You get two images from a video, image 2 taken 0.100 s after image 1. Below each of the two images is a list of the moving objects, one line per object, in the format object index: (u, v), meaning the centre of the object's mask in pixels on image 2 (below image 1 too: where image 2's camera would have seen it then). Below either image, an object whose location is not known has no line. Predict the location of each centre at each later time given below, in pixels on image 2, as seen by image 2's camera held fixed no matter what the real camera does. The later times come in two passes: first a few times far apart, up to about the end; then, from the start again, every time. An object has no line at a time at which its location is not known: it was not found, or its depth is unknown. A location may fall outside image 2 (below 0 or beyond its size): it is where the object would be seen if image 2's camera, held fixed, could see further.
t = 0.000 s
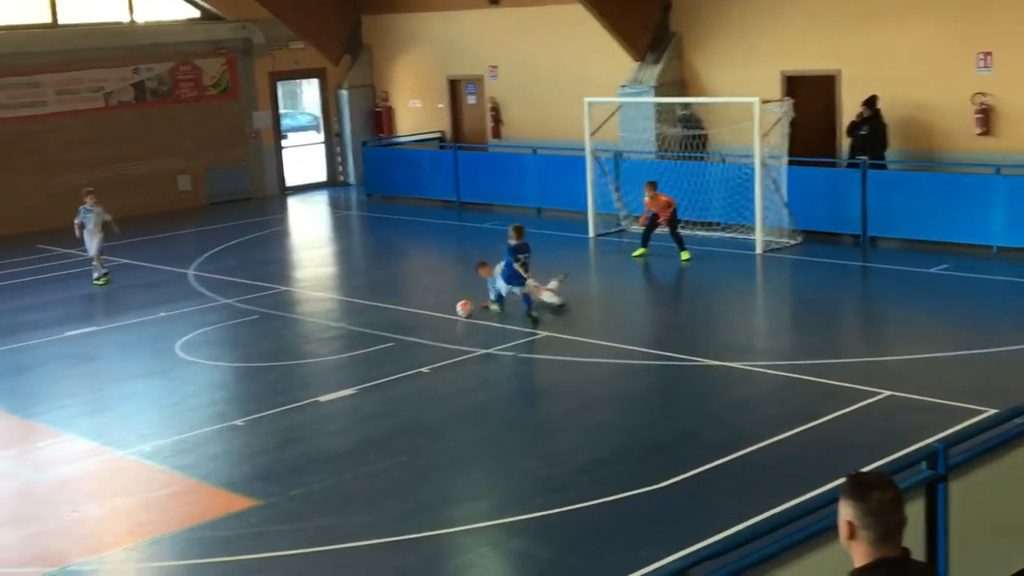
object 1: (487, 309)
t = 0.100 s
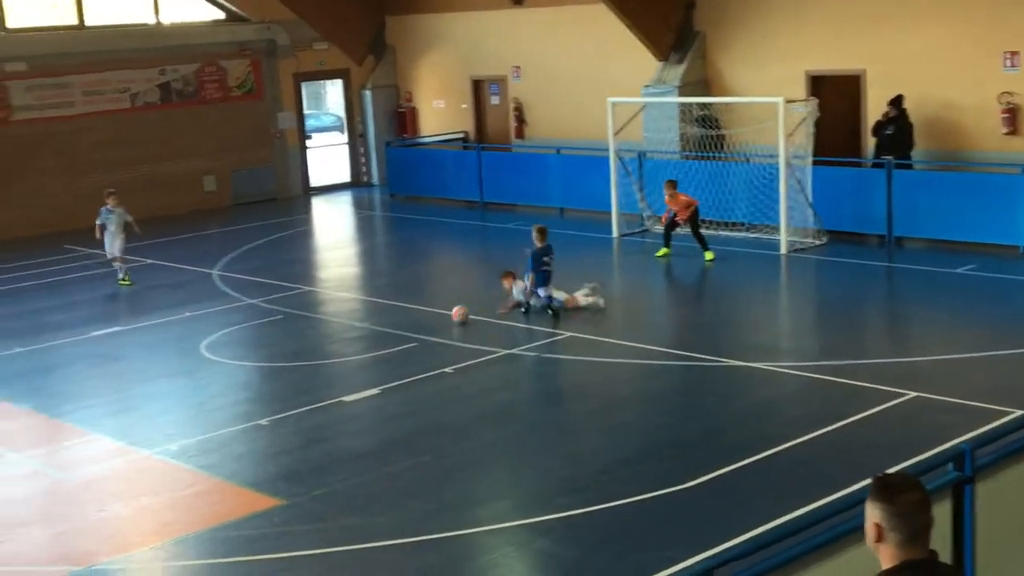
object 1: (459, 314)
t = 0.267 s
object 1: (419, 321)
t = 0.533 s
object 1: (358, 334)
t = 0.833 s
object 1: (284, 350)
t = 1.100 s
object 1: (217, 366)
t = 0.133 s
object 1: (451, 316)
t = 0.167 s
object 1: (443, 317)
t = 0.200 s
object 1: (435, 319)
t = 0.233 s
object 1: (427, 320)
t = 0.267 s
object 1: (419, 321)
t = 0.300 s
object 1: (411, 323)
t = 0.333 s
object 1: (404, 325)
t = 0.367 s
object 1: (396, 326)
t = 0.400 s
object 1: (389, 328)
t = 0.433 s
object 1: (381, 330)
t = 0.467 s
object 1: (374, 332)
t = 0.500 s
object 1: (367, 333)
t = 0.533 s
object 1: (358, 334)
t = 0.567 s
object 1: (349, 337)
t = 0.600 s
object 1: (342, 338)
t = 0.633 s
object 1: (333, 341)
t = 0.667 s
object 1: (325, 342)
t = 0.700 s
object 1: (316, 343)
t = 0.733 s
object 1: (309, 346)
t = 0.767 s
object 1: (301, 347)
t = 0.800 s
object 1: (292, 349)
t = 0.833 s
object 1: (284, 350)
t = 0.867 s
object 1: (276, 352)
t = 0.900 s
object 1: (267, 354)
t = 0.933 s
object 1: (259, 356)
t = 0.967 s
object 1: (251, 358)
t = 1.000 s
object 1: (243, 359)
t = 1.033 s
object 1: (236, 362)
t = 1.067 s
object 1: (226, 364)
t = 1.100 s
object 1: (217, 366)
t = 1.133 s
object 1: (209, 368)
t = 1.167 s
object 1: (200, 368)
